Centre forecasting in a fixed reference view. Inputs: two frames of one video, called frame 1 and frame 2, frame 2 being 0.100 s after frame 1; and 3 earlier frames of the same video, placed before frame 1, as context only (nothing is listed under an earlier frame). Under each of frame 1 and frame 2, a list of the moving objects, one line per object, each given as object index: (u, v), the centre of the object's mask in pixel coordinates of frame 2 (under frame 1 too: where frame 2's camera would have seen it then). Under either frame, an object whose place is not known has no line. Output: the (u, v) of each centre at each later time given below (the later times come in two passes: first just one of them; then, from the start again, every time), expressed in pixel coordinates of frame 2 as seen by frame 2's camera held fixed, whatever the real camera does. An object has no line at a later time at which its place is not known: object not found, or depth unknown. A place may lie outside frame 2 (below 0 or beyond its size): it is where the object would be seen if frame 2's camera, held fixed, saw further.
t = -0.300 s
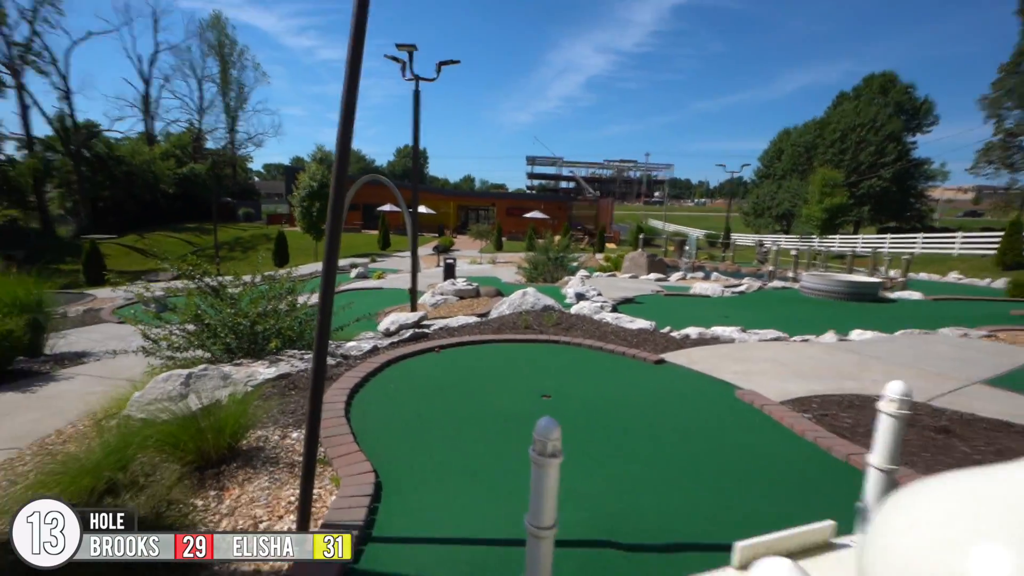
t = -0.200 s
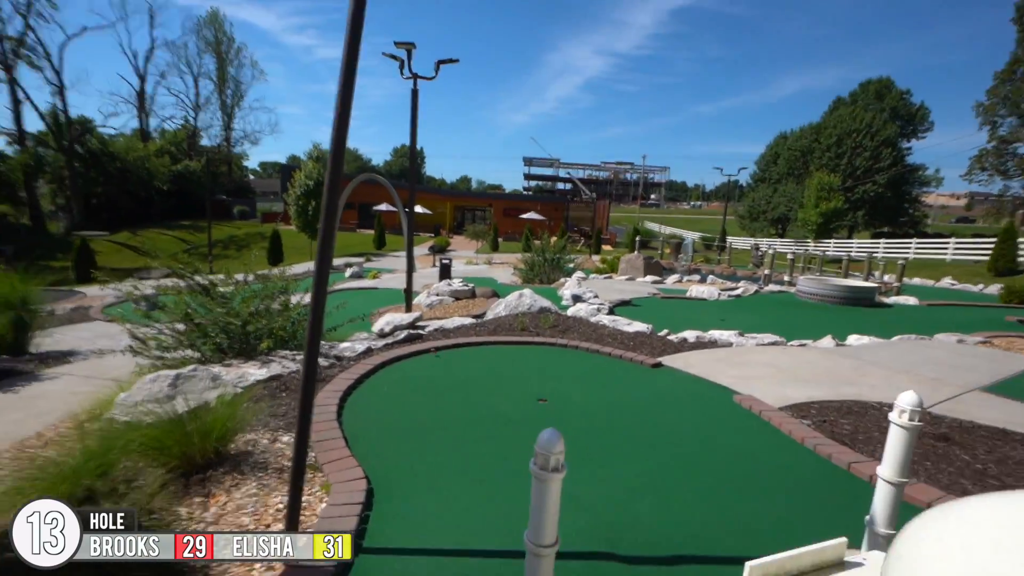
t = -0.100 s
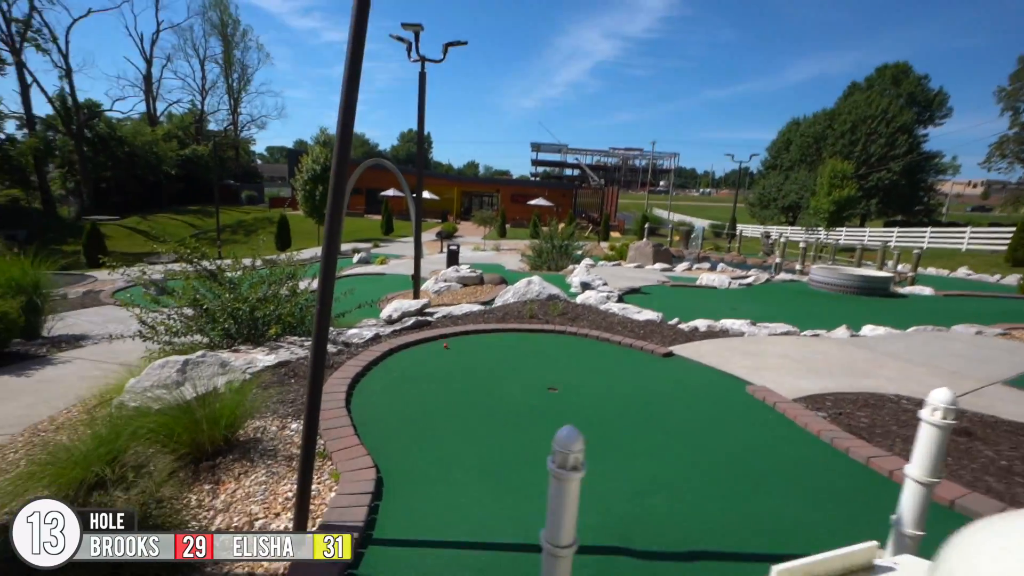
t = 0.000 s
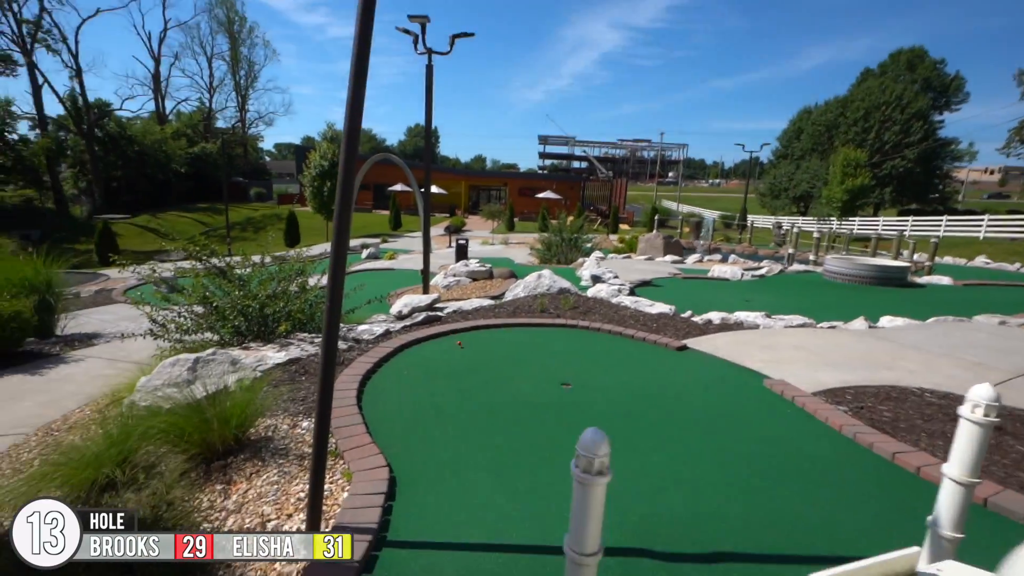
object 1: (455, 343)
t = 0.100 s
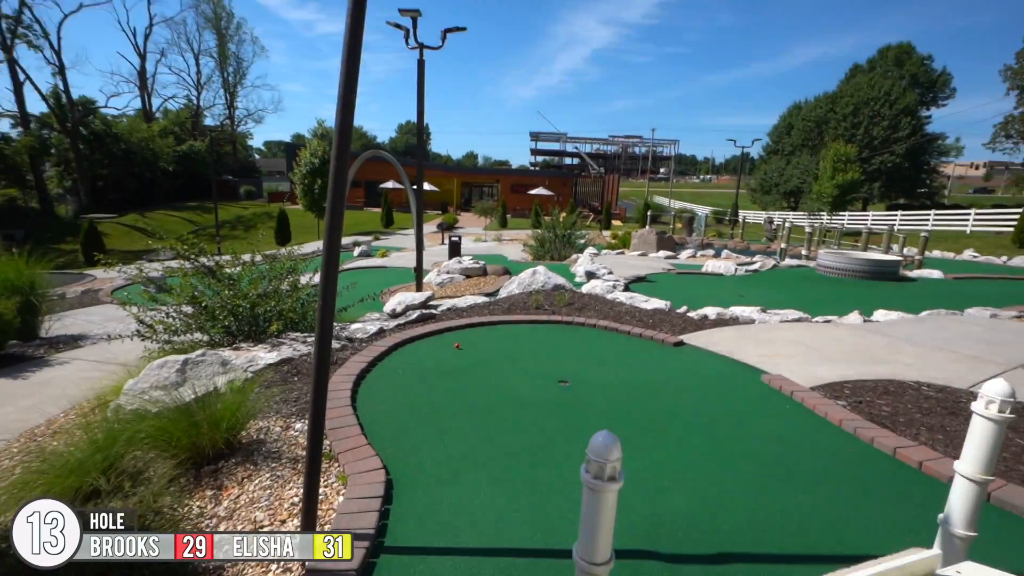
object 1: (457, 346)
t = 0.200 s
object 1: (460, 350)
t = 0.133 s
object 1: (458, 348)
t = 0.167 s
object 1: (459, 349)
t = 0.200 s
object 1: (460, 350)
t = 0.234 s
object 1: (461, 351)
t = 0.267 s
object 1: (462, 352)
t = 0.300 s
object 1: (462, 353)
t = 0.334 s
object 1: (463, 354)
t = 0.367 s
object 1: (464, 355)
